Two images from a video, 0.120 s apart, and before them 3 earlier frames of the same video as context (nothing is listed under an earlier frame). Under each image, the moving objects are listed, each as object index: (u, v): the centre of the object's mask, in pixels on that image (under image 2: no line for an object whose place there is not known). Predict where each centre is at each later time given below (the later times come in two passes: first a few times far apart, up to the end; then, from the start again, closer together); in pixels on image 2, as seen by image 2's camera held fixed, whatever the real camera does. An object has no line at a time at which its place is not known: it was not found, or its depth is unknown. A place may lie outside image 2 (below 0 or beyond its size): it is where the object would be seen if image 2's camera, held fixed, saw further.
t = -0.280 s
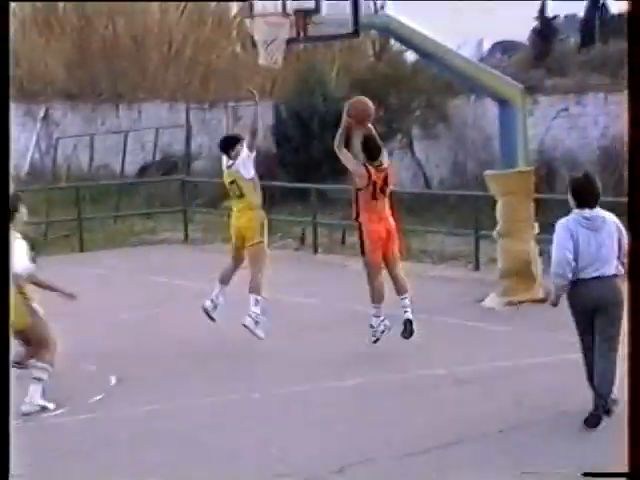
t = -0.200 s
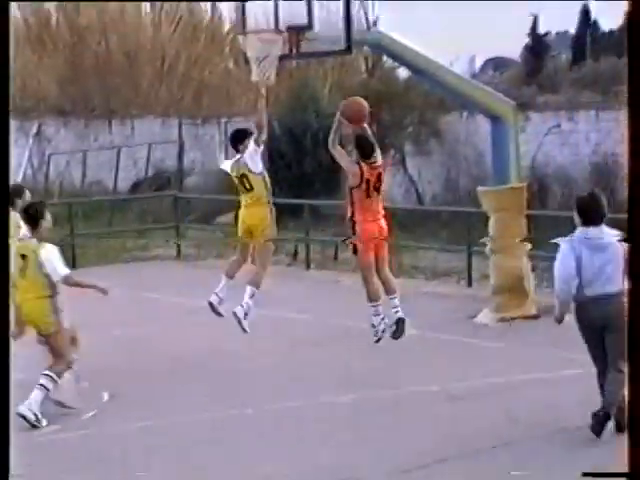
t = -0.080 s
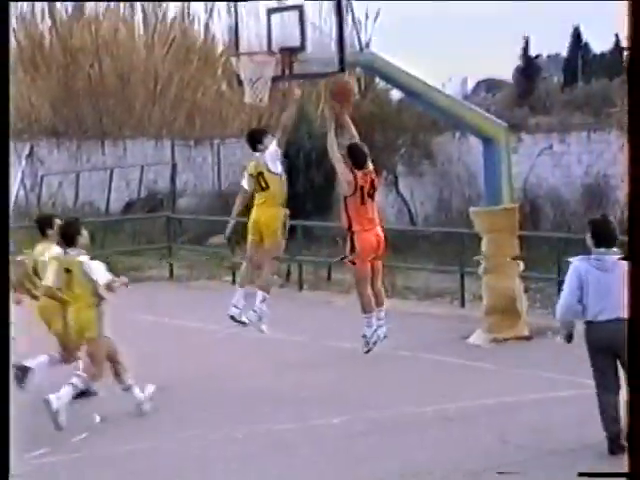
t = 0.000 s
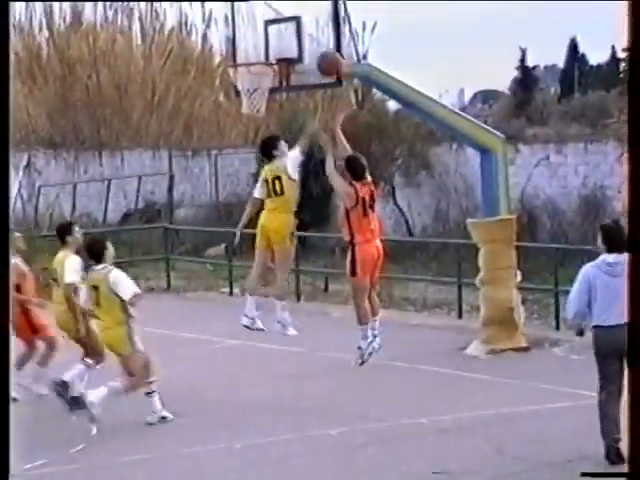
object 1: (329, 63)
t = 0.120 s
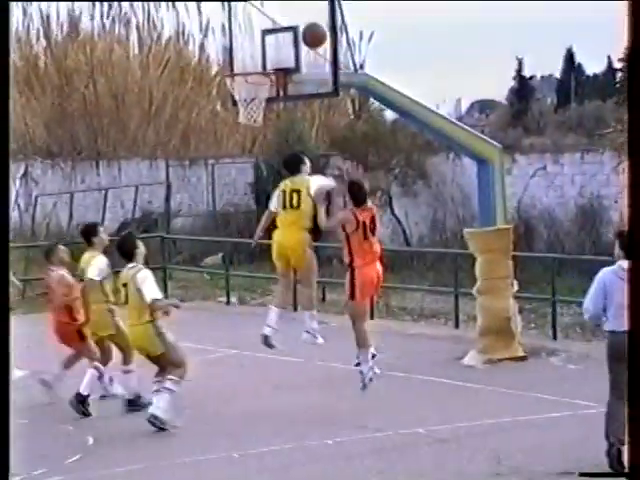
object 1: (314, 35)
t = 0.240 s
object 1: (303, 14)
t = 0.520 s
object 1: (269, 24)
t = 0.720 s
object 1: (241, 75)
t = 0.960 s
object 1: (251, 110)
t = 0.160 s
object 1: (310, 26)
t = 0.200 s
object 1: (306, 19)
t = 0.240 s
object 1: (303, 14)
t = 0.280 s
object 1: (300, 11)
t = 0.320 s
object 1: (297, 9)
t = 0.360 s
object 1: (293, 9)
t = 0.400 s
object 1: (287, 10)
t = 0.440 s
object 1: (281, 13)
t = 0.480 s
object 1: (275, 18)
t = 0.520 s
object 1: (269, 24)
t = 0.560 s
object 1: (262, 32)
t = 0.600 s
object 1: (257, 40)
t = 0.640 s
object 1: (251, 51)
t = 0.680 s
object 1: (246, 63)
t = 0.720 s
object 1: (241, 75)
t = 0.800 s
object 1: (241, 94)
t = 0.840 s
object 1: (224, 98)
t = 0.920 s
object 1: (250, 110)
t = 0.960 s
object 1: (251, 110)
